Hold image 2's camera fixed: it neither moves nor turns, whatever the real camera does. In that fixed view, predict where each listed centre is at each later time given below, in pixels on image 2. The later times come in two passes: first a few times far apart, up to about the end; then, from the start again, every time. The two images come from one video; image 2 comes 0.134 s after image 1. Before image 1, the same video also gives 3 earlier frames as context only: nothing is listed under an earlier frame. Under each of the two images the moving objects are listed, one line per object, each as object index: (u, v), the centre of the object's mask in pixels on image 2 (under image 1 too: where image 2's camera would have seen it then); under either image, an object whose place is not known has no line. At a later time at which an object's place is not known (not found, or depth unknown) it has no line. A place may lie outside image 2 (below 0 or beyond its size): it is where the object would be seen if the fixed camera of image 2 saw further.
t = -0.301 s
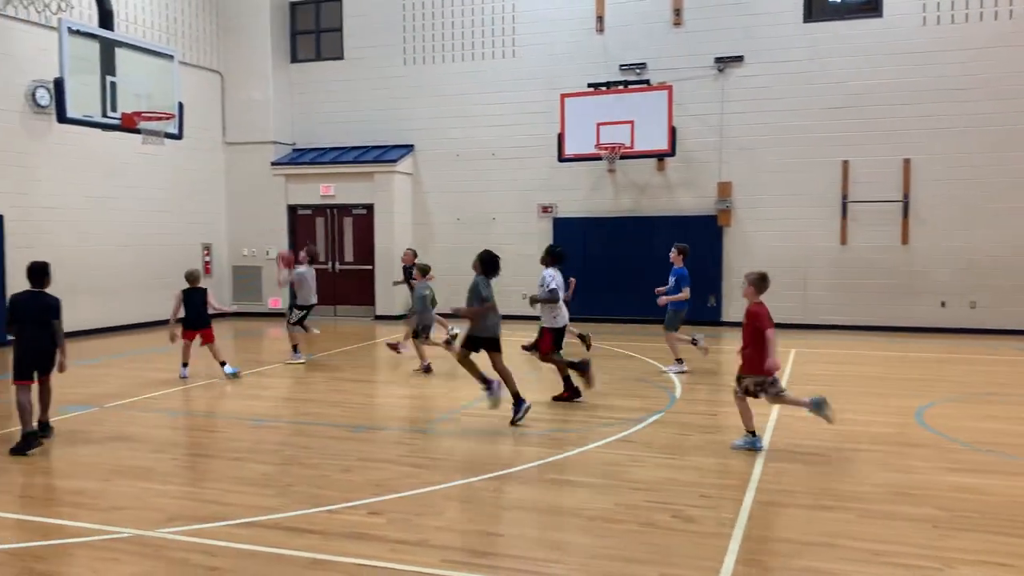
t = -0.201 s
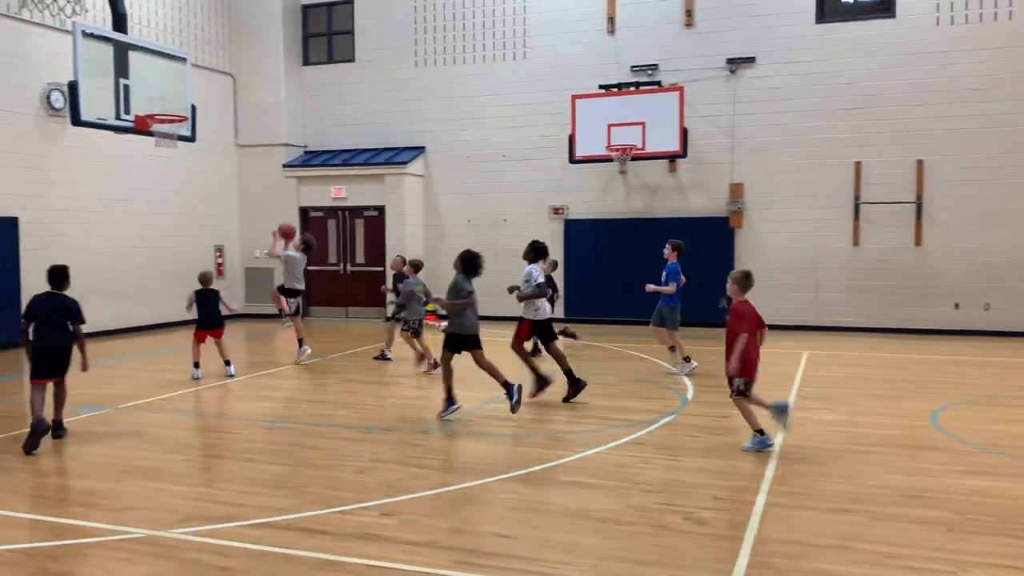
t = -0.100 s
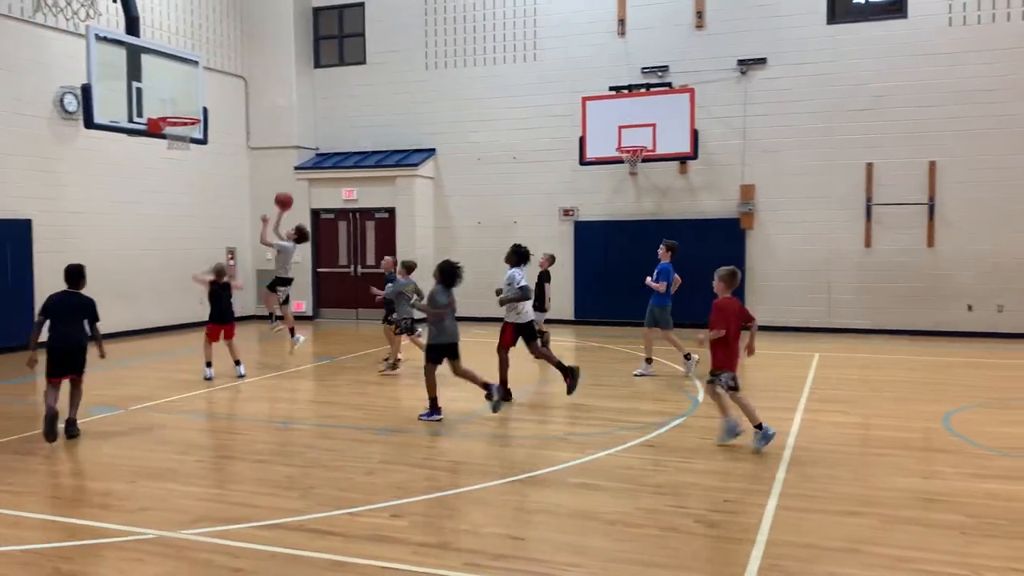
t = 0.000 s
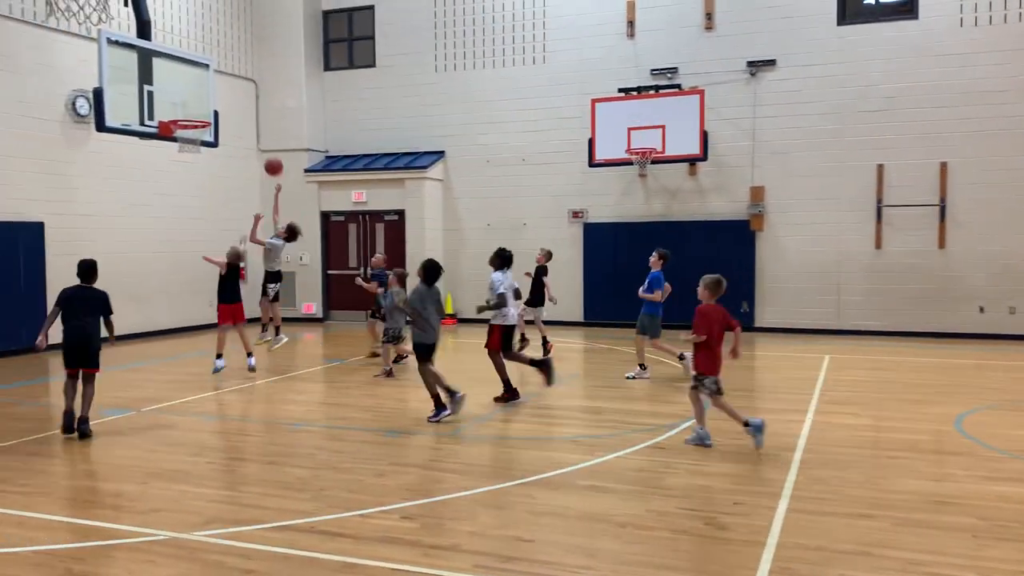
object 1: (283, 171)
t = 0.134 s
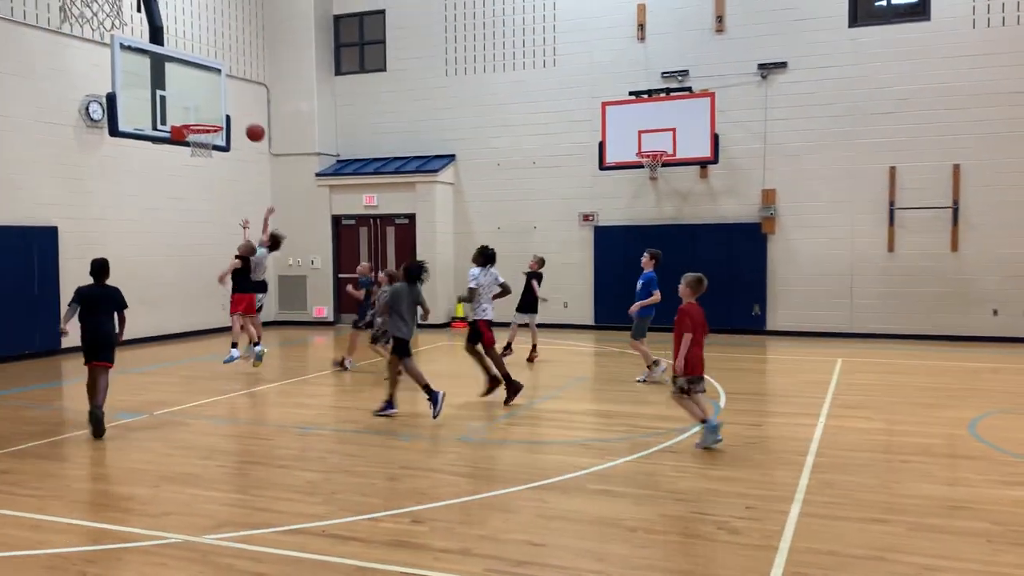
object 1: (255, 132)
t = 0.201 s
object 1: (241, 119)
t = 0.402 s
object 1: (210, 98)
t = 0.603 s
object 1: (218, 116)
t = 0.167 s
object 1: (248, 125)
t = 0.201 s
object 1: (241, 119)
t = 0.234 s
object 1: (233, 113)
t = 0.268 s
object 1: (226, 108)
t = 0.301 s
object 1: (219, 104)
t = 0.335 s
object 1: (211, 100)
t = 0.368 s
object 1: (207, 98)
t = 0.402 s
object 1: (210, 98)
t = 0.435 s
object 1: (211, 98)
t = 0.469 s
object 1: (212, 100)
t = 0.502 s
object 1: (214, 103)
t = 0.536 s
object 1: (215, 106)
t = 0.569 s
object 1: (217, 111)
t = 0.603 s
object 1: (218, 116)
